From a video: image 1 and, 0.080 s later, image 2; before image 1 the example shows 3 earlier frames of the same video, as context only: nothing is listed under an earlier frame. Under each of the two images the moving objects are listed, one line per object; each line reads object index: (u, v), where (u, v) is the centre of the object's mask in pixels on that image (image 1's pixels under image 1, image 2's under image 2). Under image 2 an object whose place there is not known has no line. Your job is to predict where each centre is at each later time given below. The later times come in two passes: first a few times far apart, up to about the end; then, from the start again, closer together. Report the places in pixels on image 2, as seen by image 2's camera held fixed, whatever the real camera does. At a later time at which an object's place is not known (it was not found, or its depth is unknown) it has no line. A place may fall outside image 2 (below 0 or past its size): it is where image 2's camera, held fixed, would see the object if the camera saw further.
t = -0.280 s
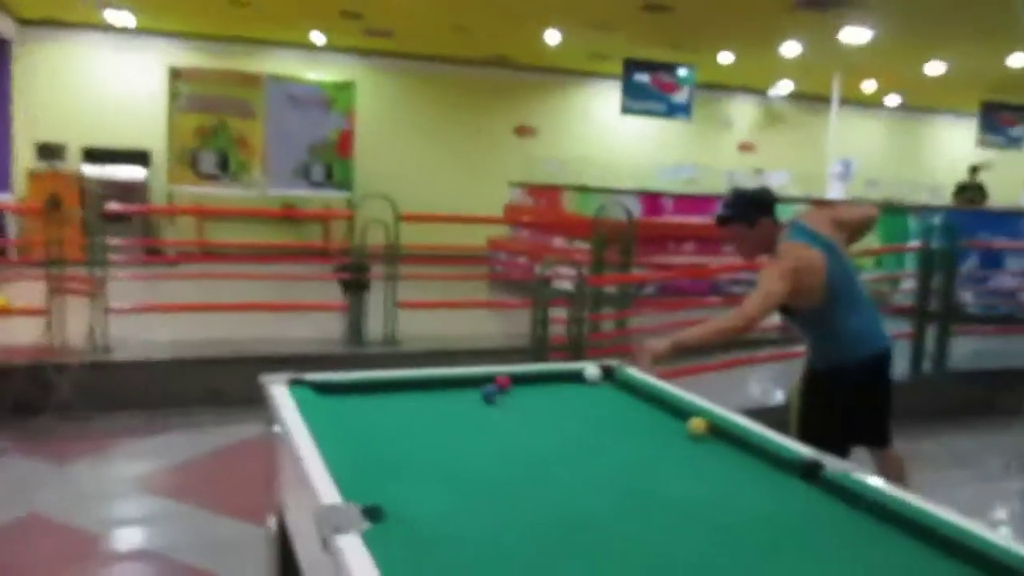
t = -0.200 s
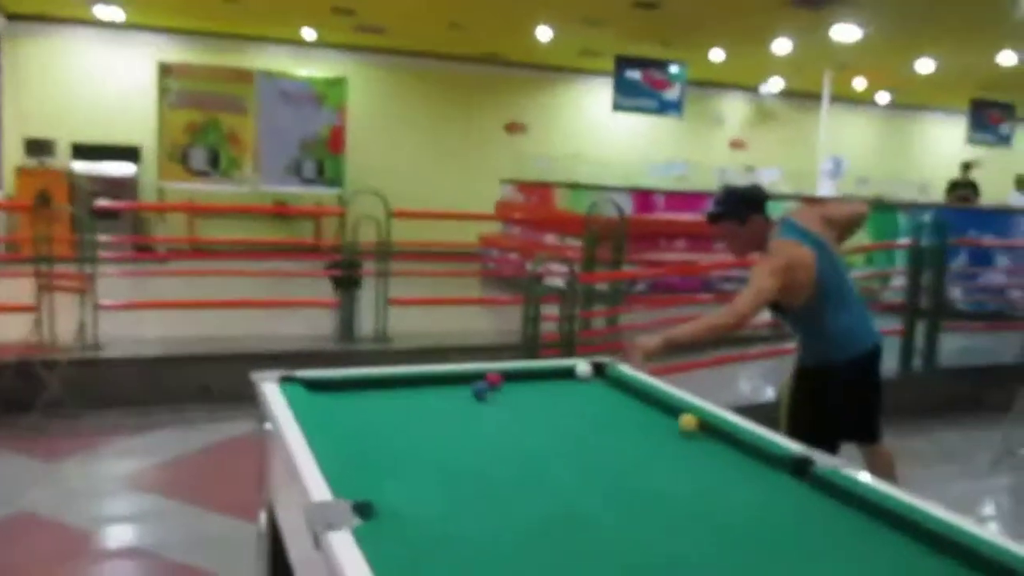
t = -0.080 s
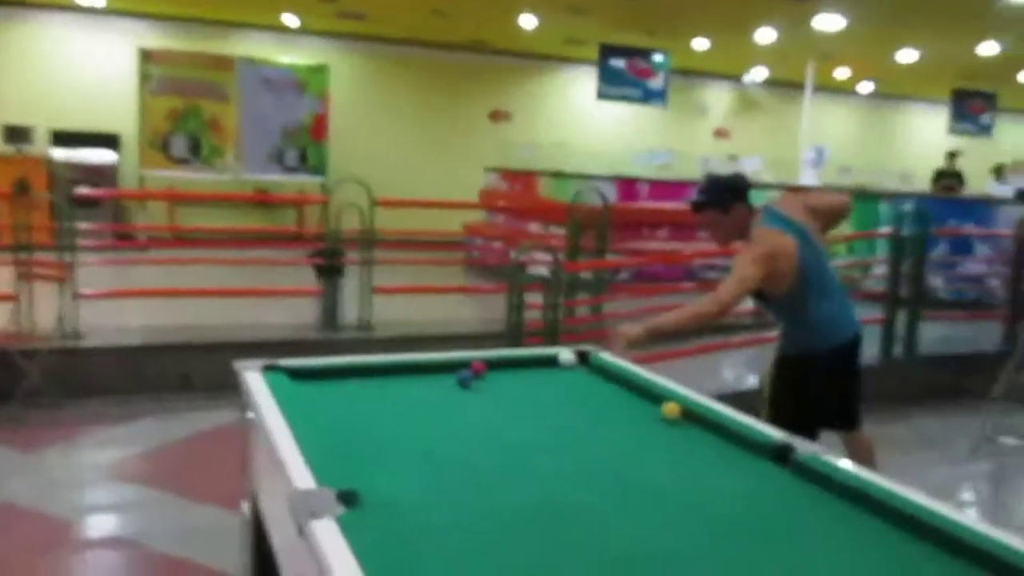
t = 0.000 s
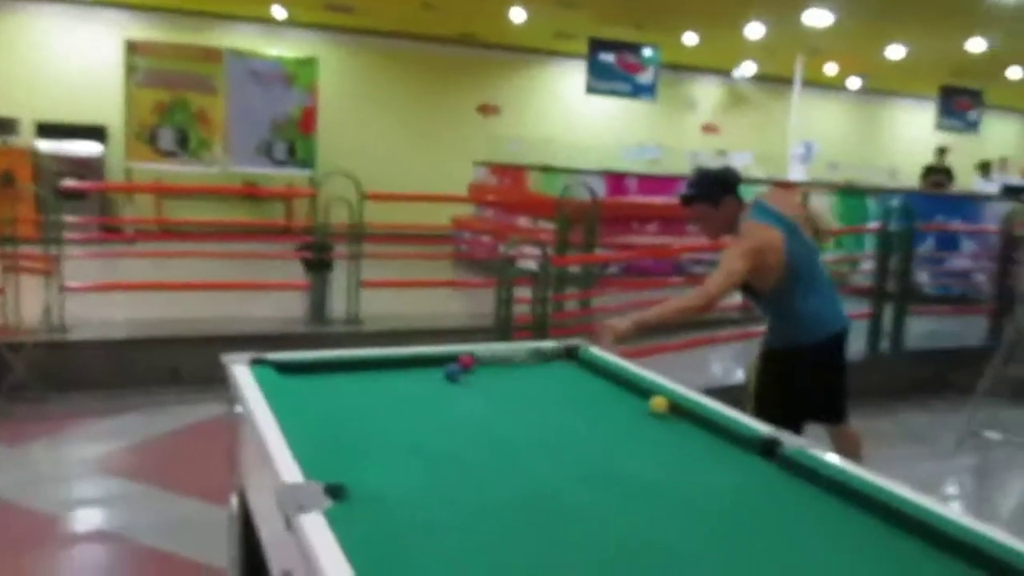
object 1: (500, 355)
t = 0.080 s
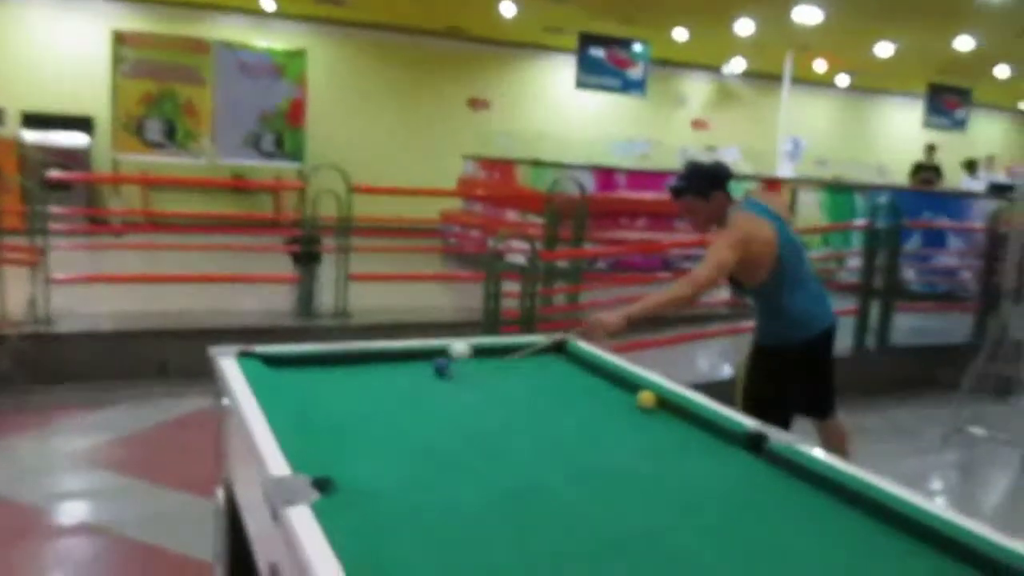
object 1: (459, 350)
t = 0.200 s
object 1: (436, 386)
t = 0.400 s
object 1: (375, 442)
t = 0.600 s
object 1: (415, 496)
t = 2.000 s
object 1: (751, 501)
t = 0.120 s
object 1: (452, 355)
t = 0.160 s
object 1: (444, 365)
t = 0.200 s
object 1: (436, 386)
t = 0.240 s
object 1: (425, 399)
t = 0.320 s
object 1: (403, 420)
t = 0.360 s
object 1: (390, 430)
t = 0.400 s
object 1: (375, 442)
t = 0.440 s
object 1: (360, 454)
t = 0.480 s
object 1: (344, 465)
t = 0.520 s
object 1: (362, 477)
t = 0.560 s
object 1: (388, 487)
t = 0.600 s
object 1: (415, 496)
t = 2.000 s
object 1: (751, 501)
